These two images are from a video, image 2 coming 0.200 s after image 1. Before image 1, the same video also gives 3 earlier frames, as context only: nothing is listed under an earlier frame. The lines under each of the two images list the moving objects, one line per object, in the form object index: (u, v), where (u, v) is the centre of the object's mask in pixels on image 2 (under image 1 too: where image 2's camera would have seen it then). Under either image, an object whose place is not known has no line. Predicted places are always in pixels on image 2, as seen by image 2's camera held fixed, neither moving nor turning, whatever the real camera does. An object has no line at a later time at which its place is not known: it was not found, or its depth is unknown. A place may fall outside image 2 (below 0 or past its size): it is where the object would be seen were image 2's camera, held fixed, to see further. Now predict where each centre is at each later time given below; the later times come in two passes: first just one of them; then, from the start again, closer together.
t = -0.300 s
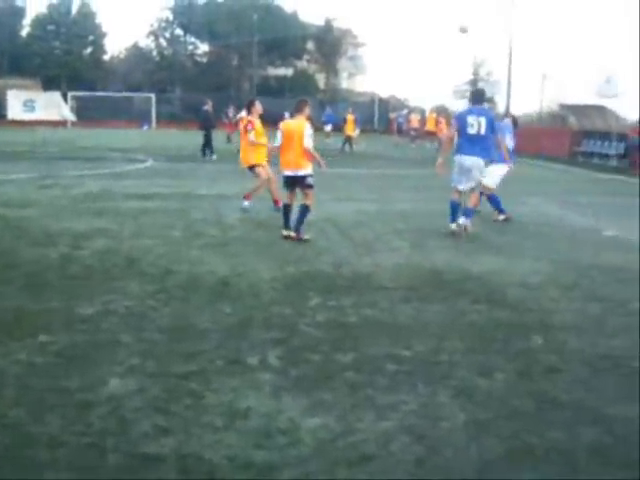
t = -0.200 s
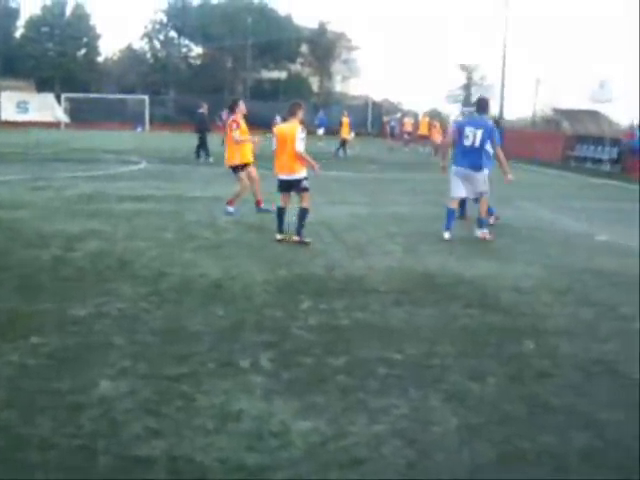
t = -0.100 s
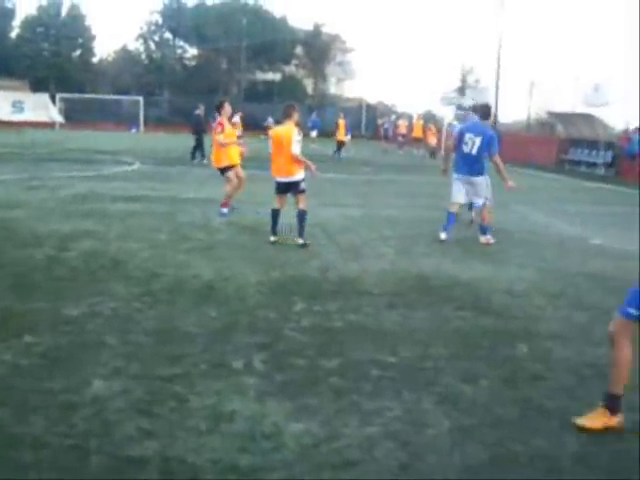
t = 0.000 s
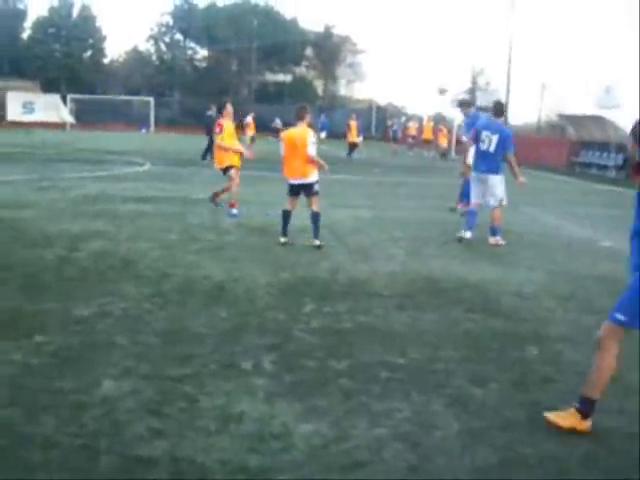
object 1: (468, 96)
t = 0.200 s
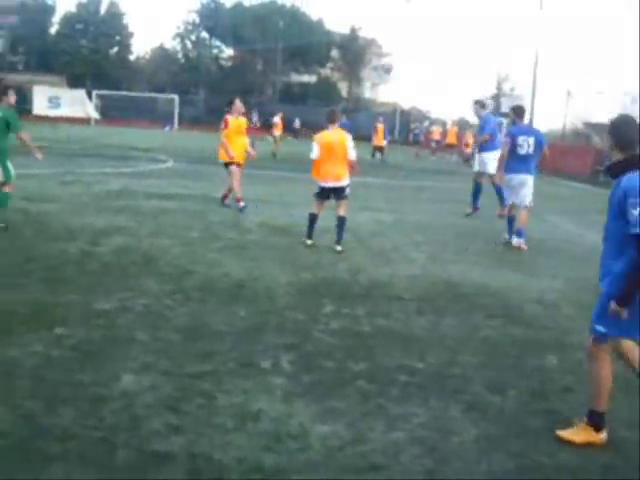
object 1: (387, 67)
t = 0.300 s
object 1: (340, 57)
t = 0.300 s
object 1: (340, 57)
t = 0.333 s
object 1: (326, 57)
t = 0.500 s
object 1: (228, 74)
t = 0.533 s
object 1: (208, 81)
